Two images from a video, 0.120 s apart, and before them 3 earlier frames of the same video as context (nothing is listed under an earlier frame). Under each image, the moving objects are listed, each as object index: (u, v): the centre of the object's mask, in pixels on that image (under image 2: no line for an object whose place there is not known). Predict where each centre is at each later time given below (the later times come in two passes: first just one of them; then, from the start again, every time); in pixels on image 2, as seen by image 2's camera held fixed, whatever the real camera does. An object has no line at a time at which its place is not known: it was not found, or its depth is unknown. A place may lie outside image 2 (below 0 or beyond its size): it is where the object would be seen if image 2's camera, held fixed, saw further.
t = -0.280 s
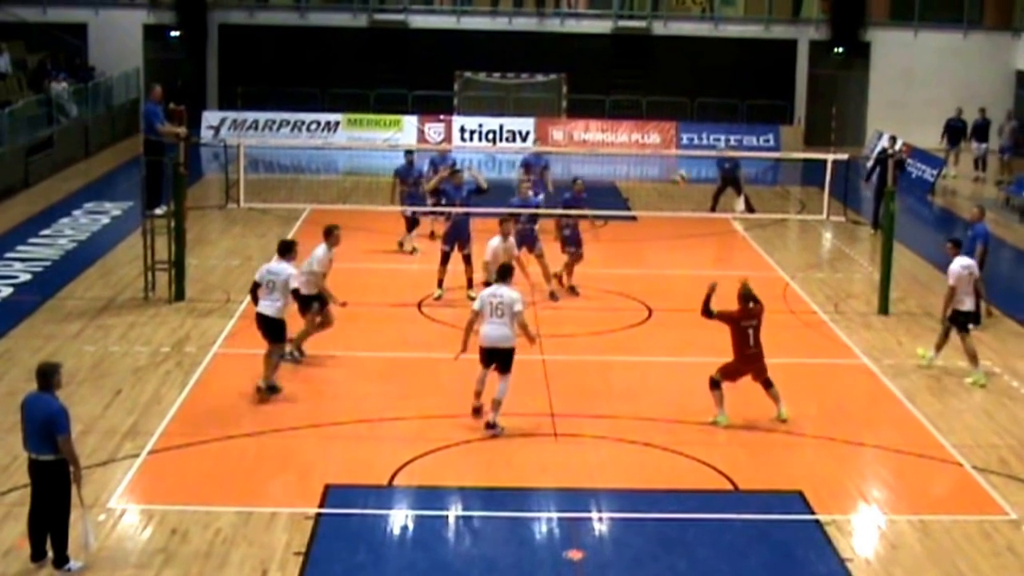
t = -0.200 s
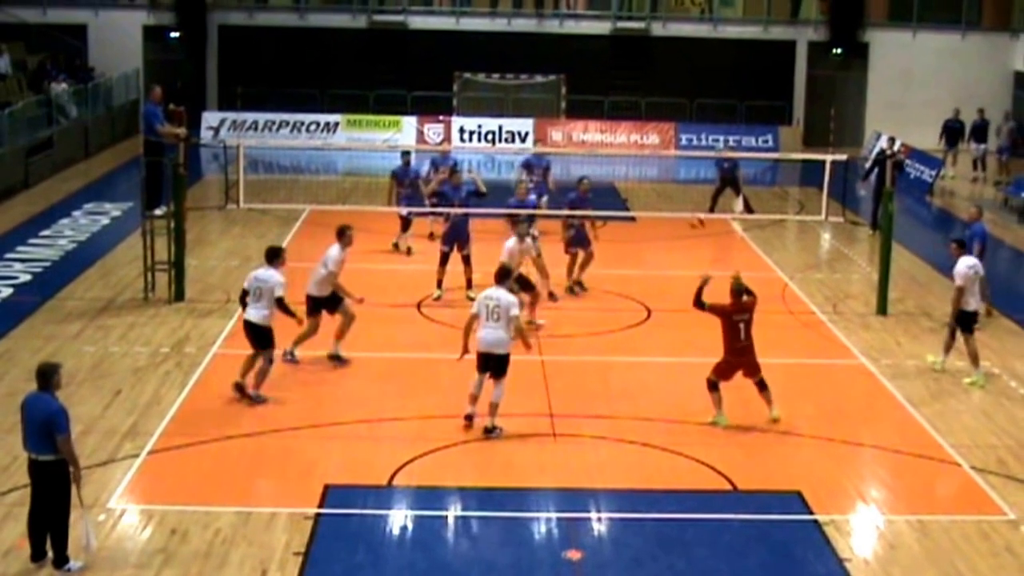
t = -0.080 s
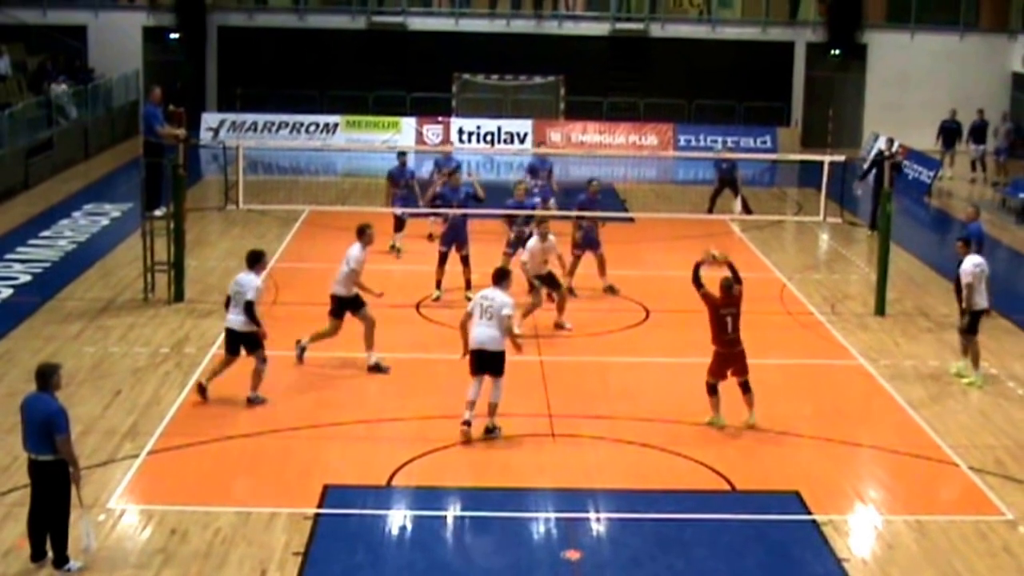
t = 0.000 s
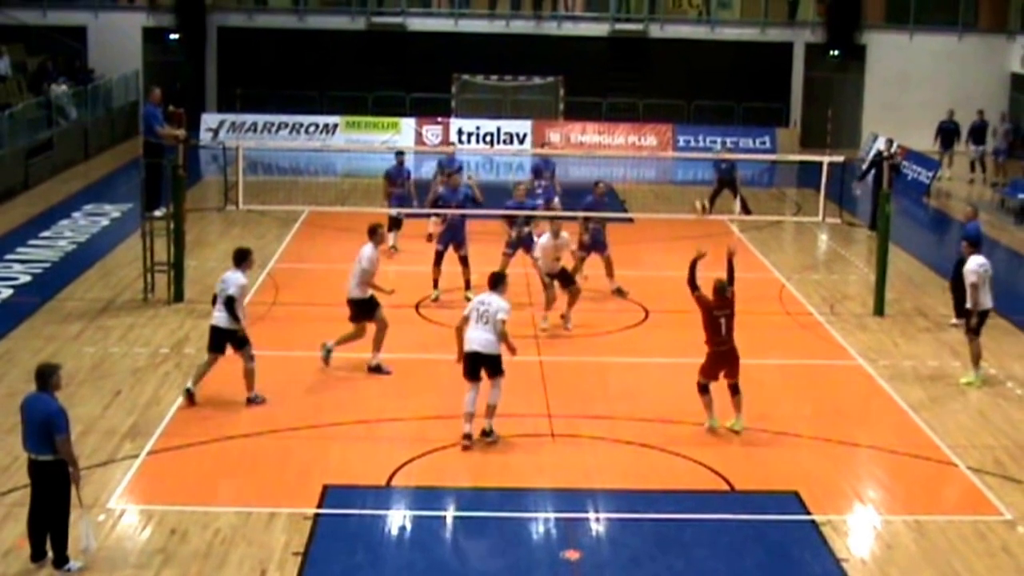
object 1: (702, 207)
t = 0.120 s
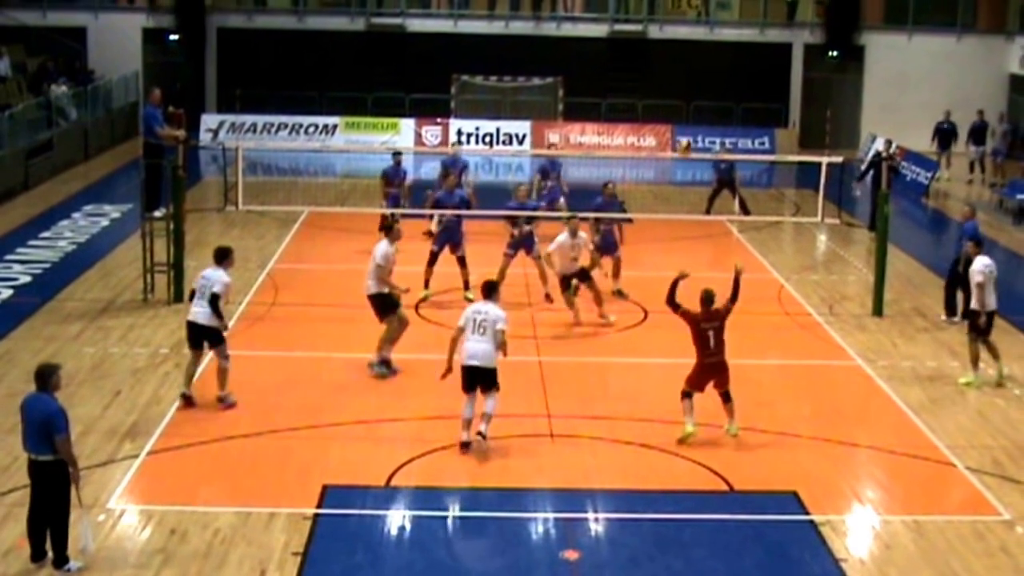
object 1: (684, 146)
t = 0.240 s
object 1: (669, 100)
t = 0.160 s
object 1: (678, 128)
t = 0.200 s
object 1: (674, 113)
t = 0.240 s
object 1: (669, 100)
